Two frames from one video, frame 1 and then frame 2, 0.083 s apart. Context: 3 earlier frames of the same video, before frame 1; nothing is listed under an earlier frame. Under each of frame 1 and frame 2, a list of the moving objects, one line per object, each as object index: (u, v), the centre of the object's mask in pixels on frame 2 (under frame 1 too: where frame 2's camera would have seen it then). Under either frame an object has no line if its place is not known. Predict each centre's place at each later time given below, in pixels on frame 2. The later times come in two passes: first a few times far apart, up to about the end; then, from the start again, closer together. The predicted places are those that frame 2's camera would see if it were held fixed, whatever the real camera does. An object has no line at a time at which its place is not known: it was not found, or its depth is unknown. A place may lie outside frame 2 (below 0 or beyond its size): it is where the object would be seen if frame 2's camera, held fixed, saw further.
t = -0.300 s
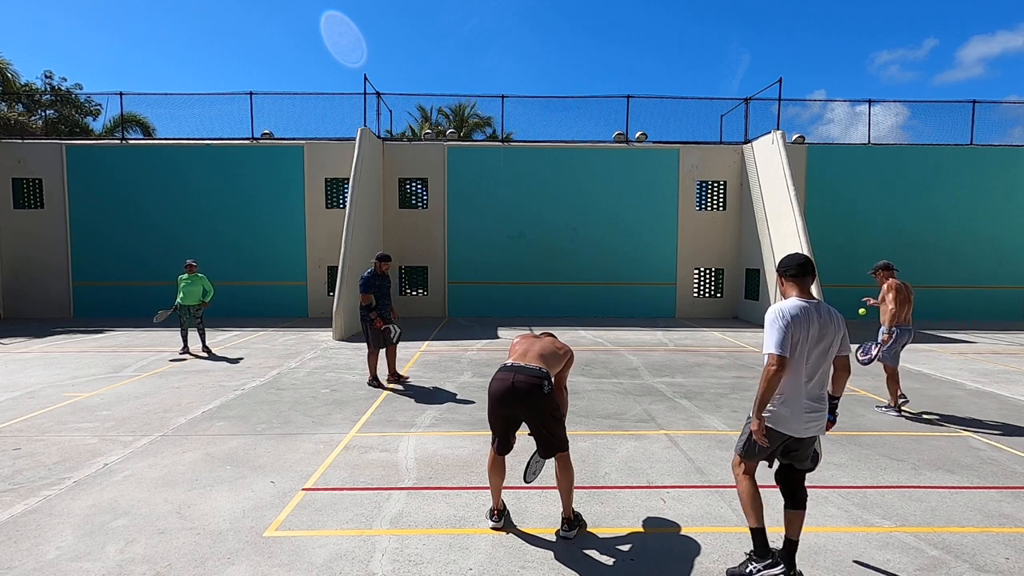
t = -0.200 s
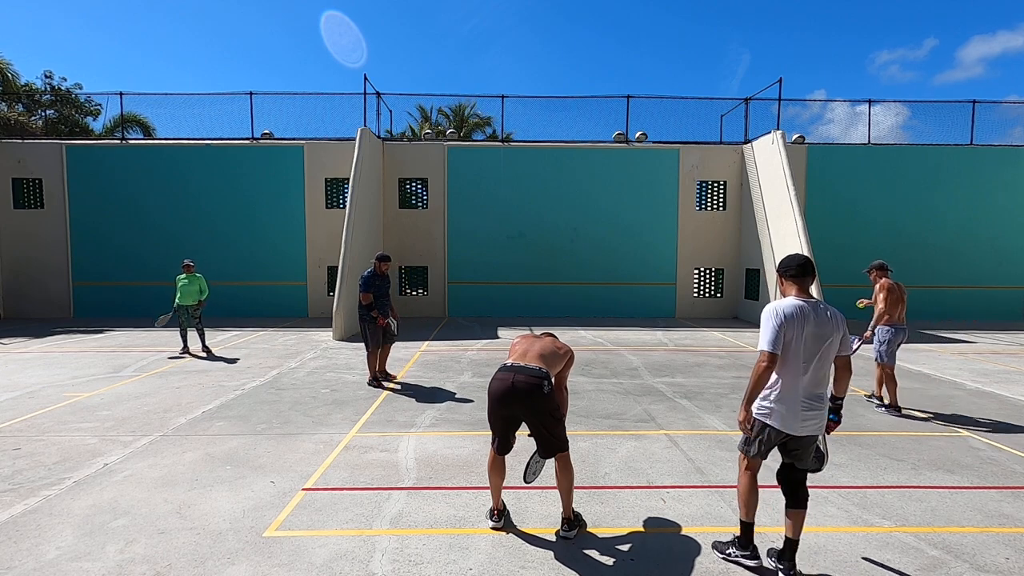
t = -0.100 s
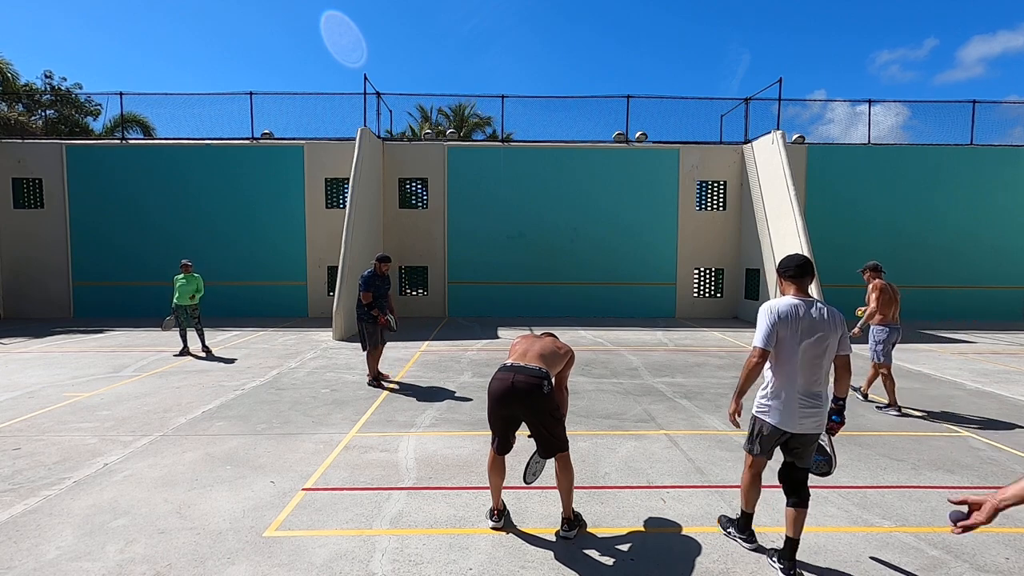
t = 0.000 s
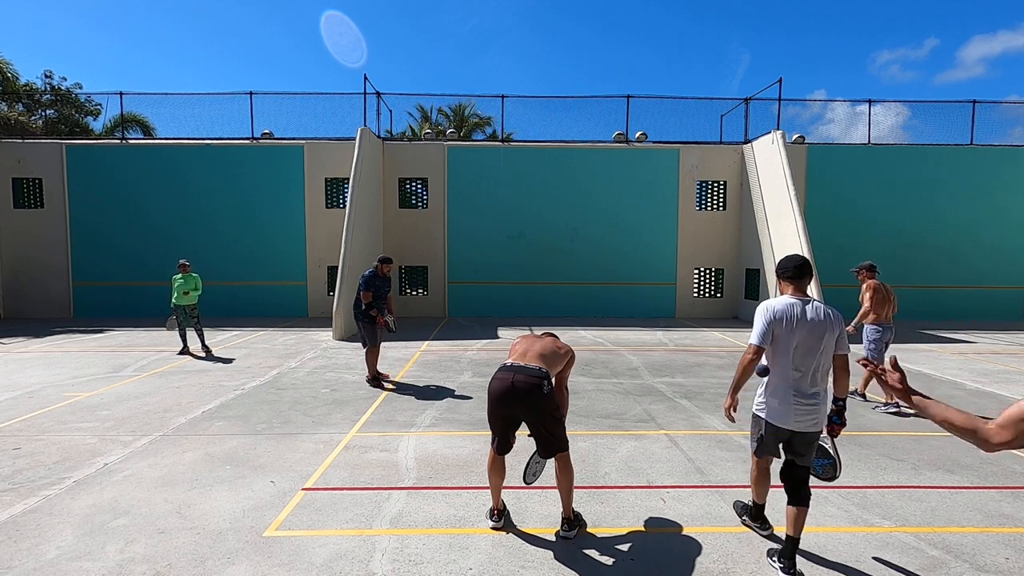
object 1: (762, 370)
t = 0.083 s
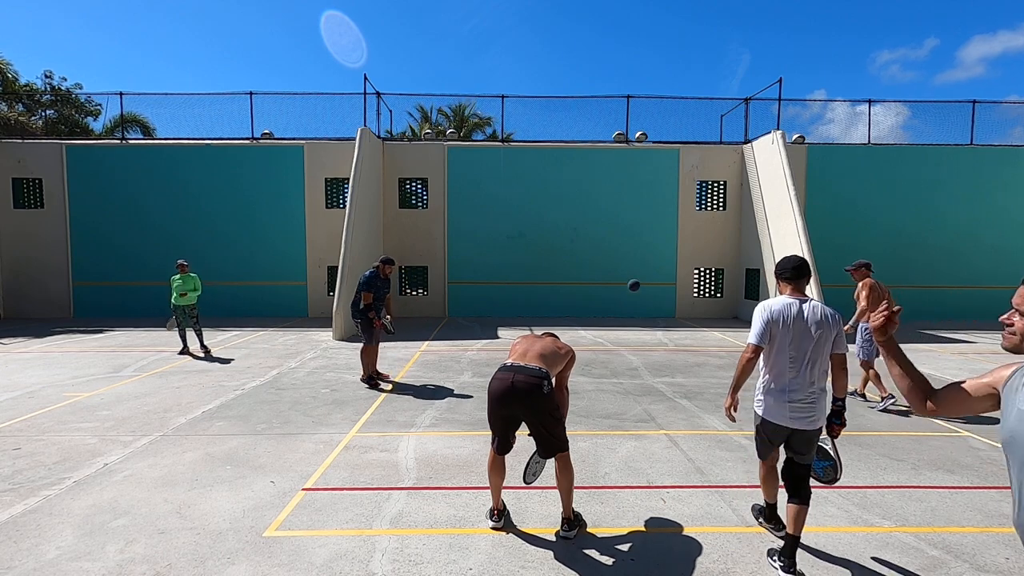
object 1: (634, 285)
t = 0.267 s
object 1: (427, 193)
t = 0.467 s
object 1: (274, 184)
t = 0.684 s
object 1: (164, 236)
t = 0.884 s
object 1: (93, 314)
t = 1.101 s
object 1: (39, 413)
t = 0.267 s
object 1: (427, 193)
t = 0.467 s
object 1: (274, 184)
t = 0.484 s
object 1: (264, 187)
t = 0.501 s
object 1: (254, 189)
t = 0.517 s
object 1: (245, 192)
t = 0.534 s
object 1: (235, 195)
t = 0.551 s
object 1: (226, 198)
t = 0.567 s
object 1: (217, 202)
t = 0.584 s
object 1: (209, 206)
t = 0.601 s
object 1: (201, 210)
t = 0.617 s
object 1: (193, 215)
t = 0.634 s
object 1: (186, 220)
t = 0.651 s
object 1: (178, 225)
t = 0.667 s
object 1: (171, 231)
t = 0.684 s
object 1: (164, 236)
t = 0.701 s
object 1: (157, 241)
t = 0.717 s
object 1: (150, 247)
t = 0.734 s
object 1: (144, 253)
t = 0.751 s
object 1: (137, 259)
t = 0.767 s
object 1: (131, 266)
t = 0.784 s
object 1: (125, 272)
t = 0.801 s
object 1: (119, 279)
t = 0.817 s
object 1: (114, 286)
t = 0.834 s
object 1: (108, 293)
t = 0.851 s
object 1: (103, 300)
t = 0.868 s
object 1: (98, 308)
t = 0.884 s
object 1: (93, 314)
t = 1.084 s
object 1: (43, 414)
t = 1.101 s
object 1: (39, 413)
